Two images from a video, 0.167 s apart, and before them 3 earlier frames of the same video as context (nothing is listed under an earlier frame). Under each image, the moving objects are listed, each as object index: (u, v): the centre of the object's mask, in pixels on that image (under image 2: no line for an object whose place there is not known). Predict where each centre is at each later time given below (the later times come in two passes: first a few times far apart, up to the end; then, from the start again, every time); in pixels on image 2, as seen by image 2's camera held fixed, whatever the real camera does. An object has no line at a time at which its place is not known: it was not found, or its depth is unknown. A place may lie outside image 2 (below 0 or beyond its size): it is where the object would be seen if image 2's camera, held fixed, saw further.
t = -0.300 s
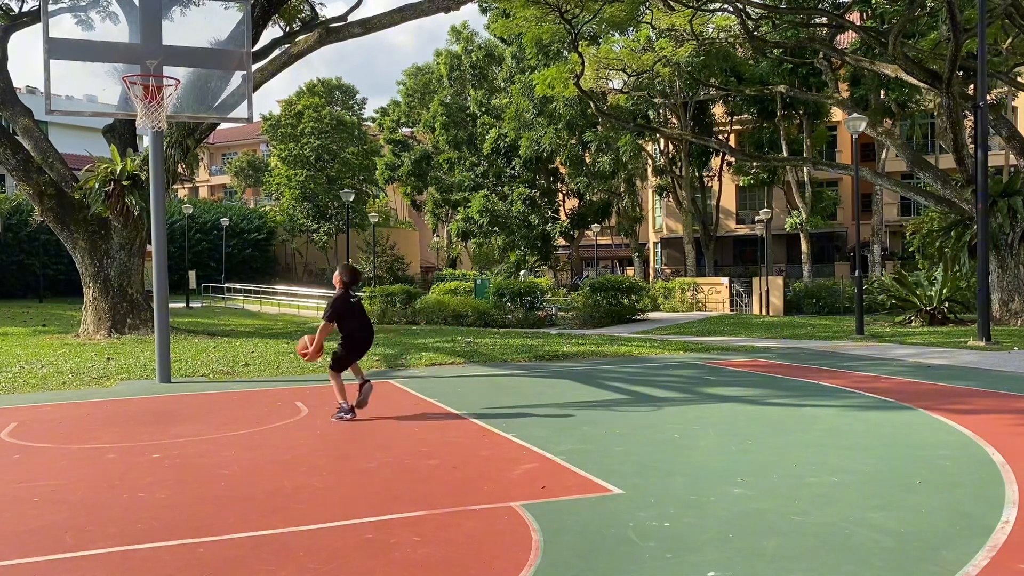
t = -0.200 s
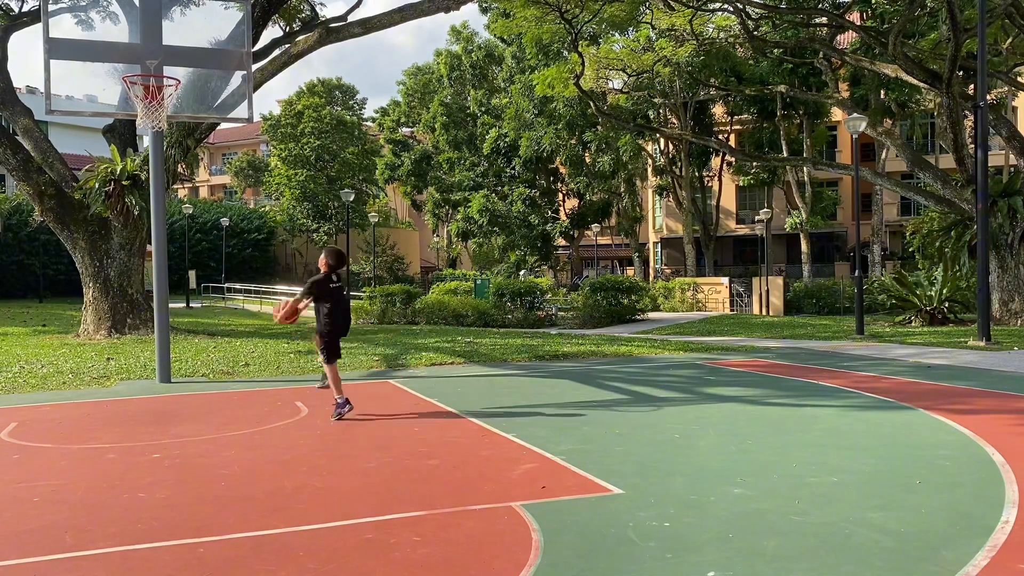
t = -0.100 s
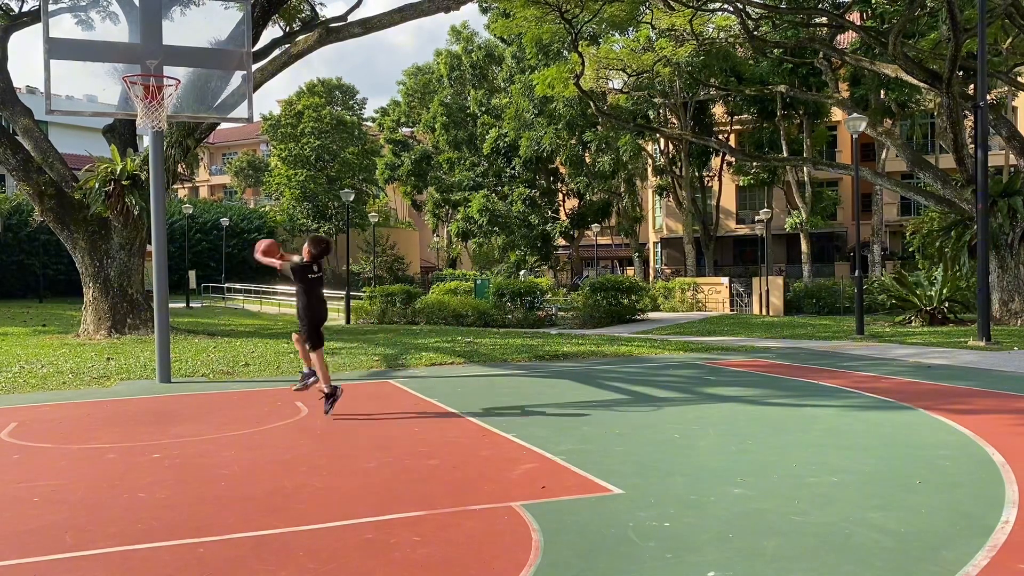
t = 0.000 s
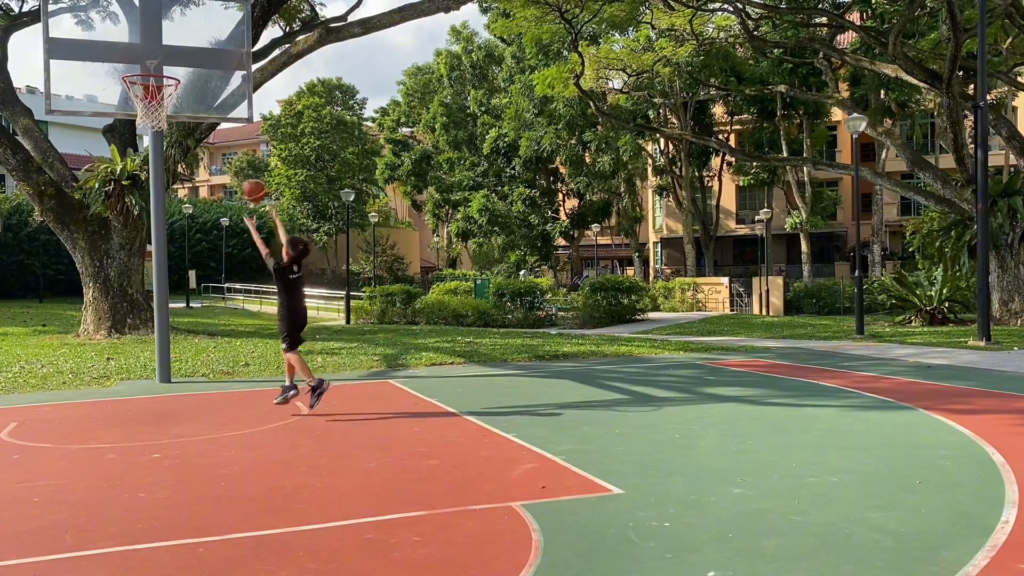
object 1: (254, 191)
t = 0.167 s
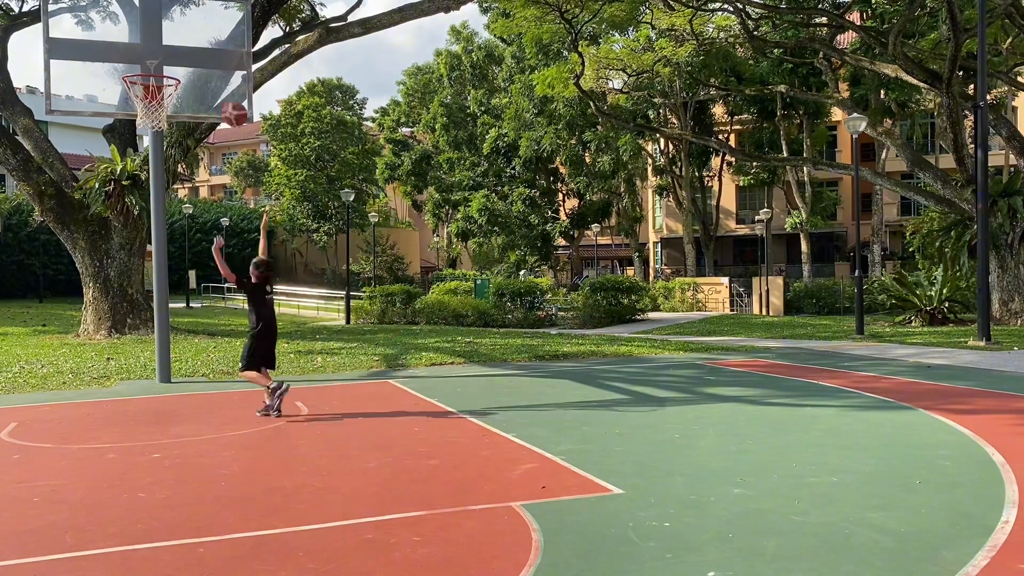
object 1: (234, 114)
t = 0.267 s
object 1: (223, 83)
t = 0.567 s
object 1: (194, 55)
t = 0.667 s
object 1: (185, 65)
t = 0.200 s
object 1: (231, 103)
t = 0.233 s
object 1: (227, 92)
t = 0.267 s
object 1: (223, 83)
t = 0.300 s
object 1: (219, 75)
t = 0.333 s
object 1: (216, 69)
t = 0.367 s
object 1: (212, 64)
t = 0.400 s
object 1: (210, 62)
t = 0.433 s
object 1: (207, 58)
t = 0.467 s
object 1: (204, 56)
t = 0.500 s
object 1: (201, 55)
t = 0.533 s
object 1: (198, 54)
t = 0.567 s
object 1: (194, 55)
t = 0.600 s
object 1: (192, 57)
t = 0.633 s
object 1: (188, 60)
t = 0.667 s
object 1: (185, 65)
